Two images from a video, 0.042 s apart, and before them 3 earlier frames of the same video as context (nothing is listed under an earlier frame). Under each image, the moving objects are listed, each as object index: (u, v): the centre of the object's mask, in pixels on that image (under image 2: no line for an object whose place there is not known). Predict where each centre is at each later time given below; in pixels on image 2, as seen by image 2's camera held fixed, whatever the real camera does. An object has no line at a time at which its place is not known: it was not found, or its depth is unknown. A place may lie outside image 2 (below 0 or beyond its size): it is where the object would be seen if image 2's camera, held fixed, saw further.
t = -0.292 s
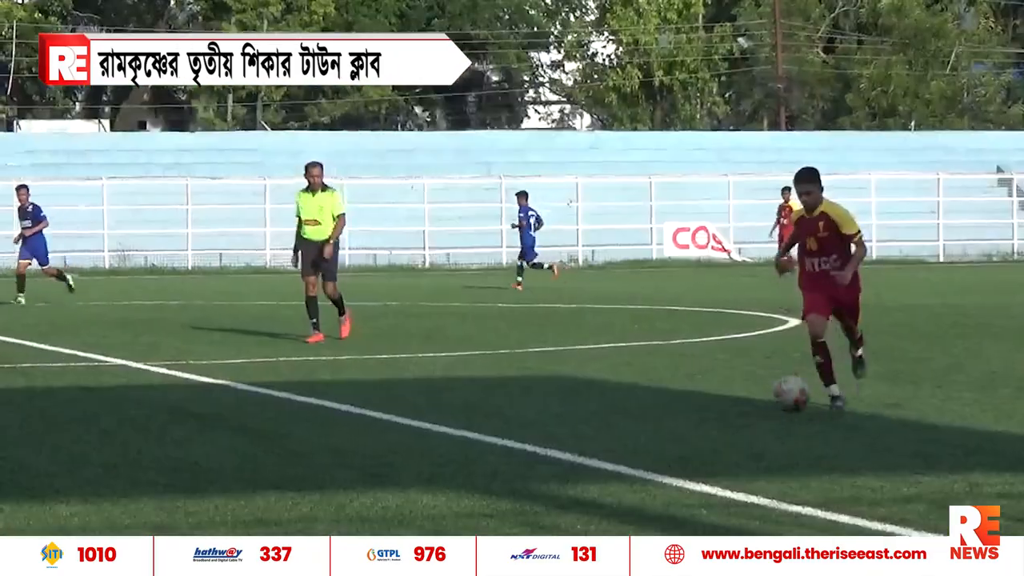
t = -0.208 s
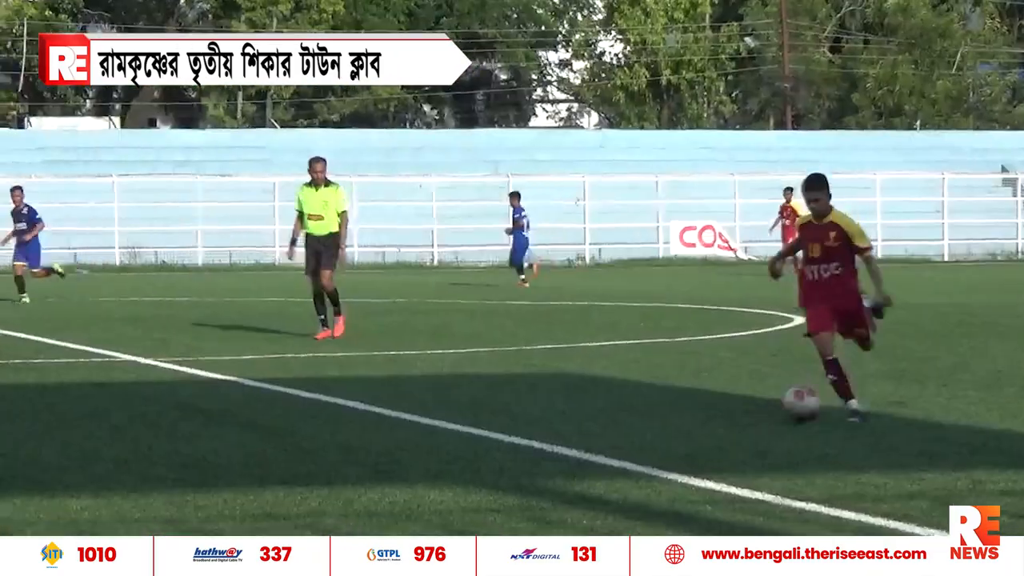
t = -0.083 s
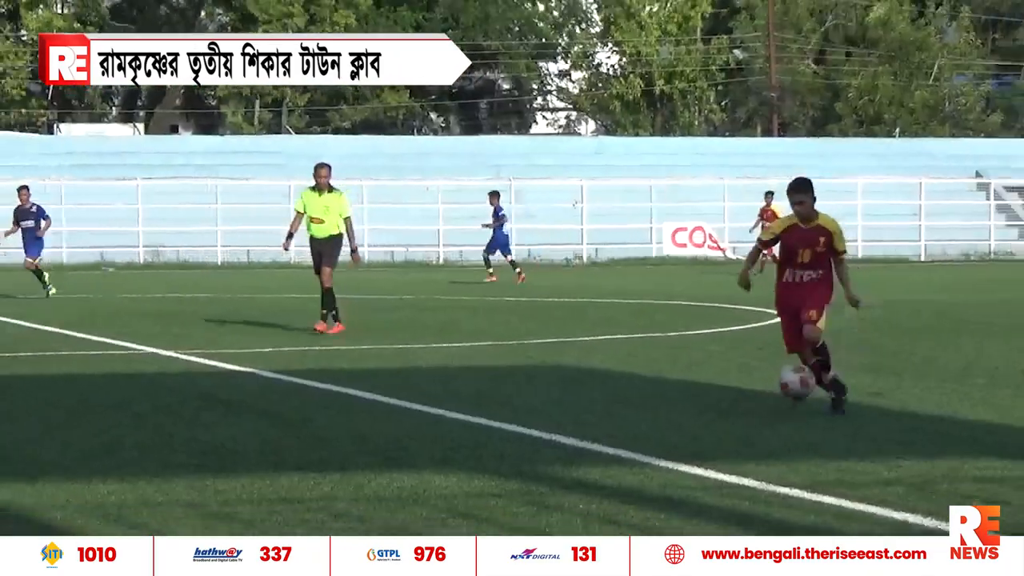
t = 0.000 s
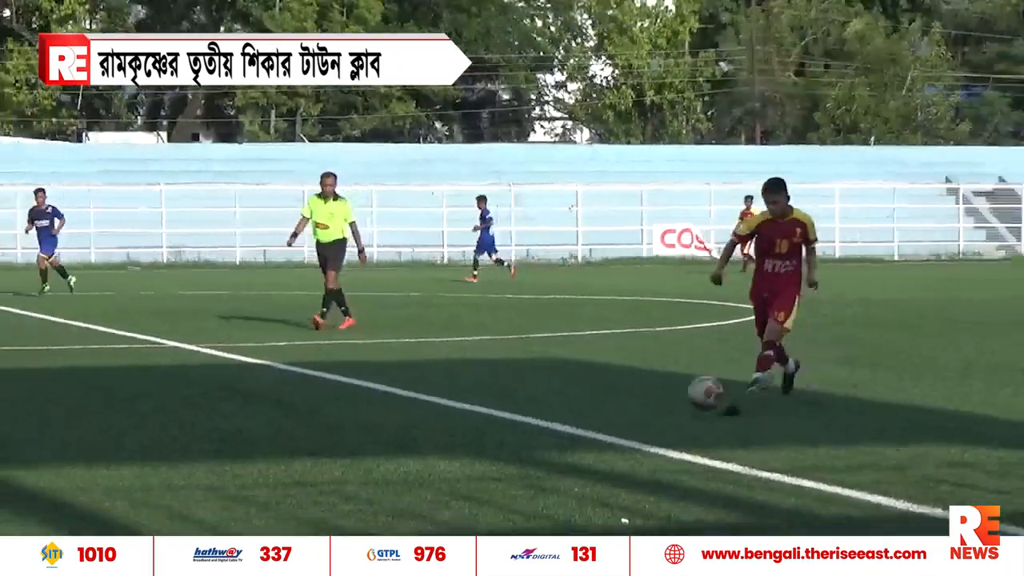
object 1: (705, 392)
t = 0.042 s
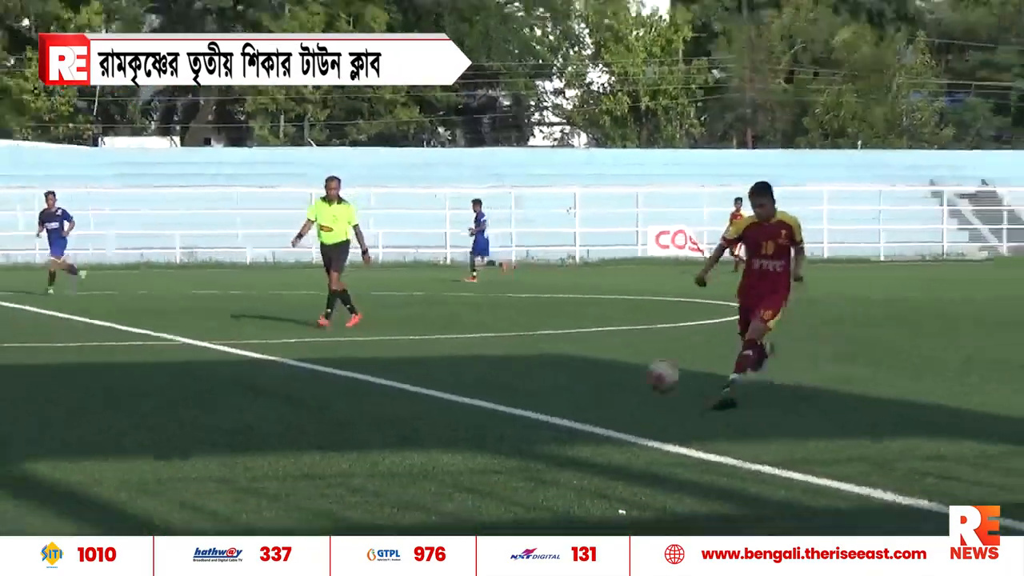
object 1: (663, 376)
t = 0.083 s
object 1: (628, 364)
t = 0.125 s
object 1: (589, 355)
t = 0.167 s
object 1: (554, 350)
